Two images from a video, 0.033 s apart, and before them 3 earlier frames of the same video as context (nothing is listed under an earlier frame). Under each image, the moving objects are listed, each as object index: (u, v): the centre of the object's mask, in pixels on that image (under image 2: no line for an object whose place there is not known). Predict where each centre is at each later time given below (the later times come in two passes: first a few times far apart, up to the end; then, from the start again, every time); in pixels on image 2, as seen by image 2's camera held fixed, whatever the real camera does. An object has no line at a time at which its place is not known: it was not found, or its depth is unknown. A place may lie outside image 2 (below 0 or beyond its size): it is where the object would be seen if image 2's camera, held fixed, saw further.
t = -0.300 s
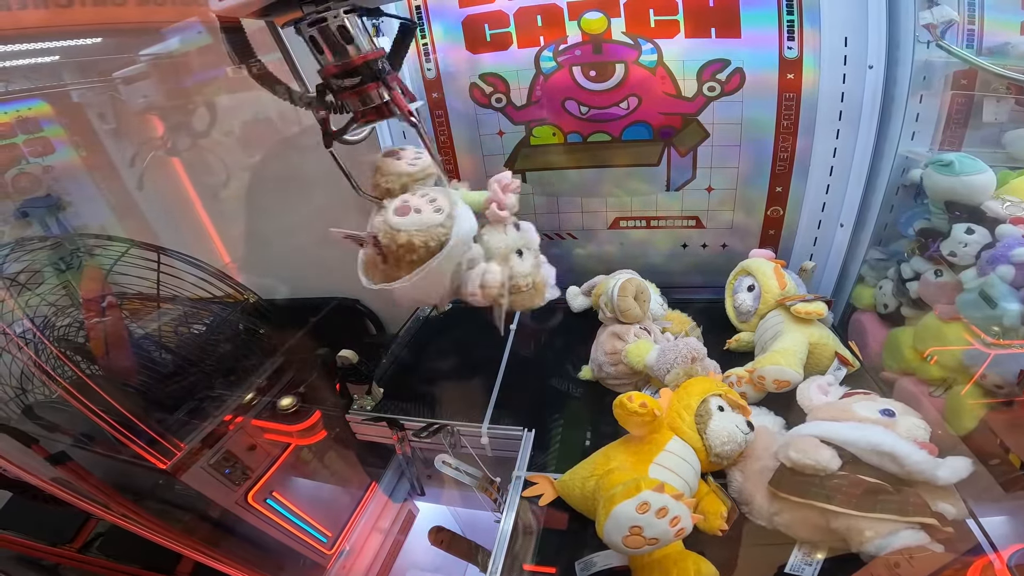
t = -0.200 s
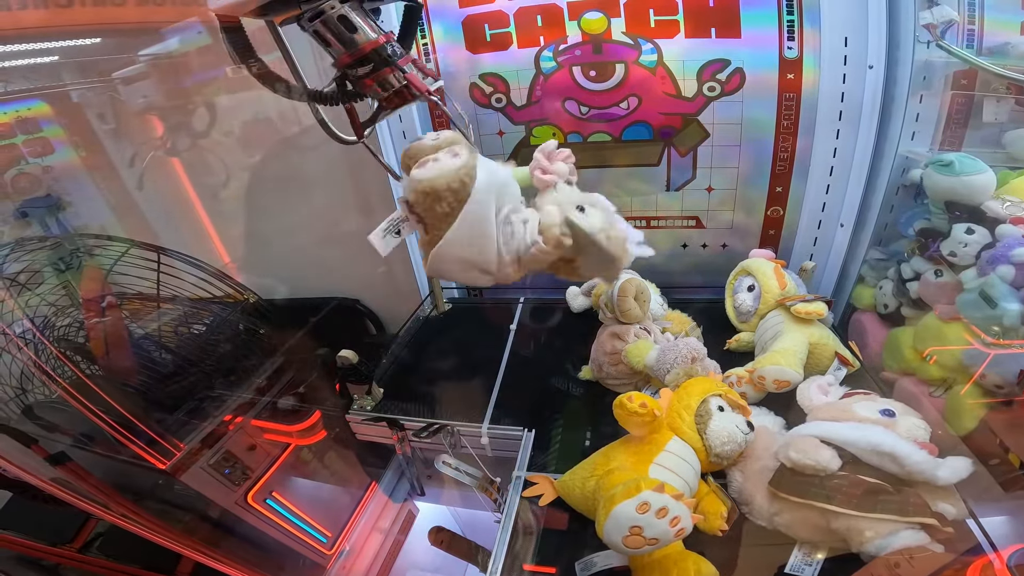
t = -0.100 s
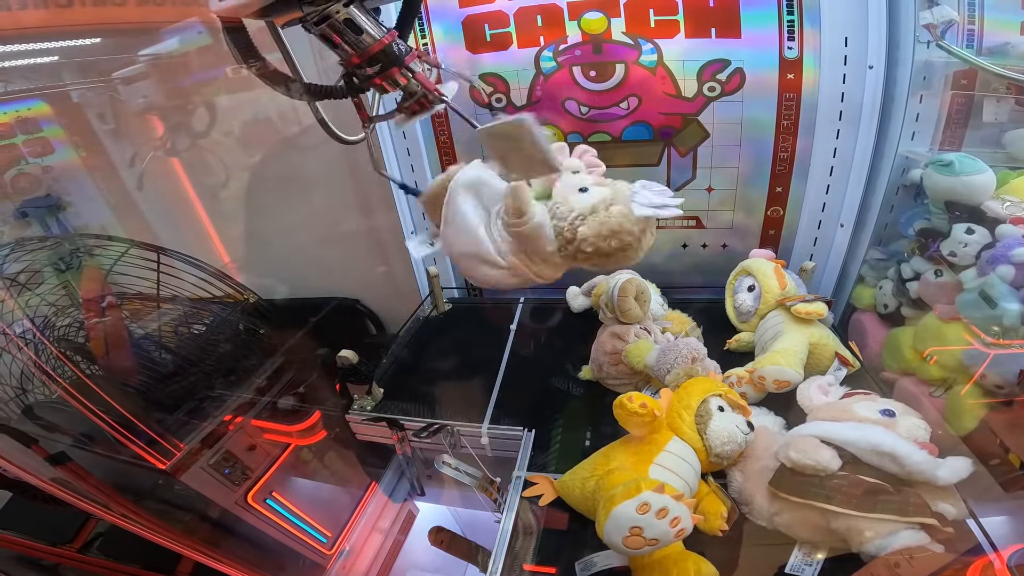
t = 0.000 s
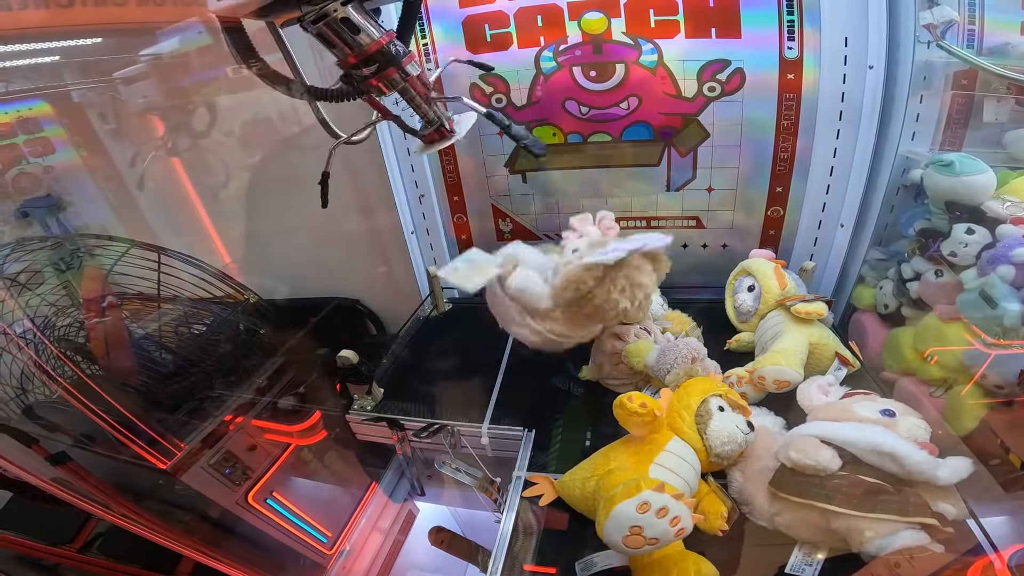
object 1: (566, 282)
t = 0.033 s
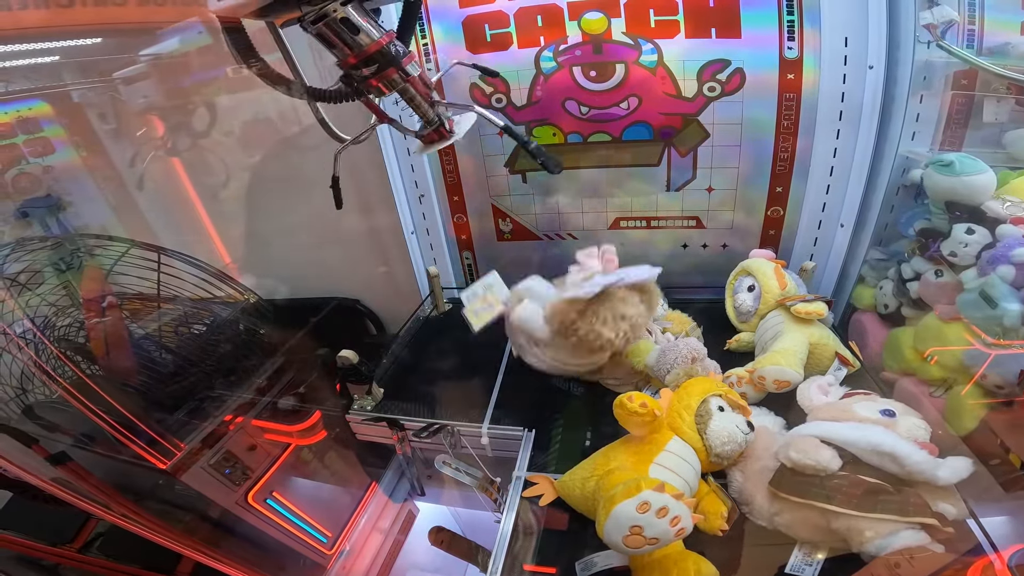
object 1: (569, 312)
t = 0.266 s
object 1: (487, 333)
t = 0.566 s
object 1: (434, 365)
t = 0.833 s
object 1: (447, 368)
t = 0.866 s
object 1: (448, 369)
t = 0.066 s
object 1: (568, 337)
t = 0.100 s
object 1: (559, 349)
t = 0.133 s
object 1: (543, 341)
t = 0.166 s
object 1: (532, 331)
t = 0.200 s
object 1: (516, 325)
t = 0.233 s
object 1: (502, 326)
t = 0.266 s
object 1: (487, 333)
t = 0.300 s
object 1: (475, 345)
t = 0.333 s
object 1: (467, 360)
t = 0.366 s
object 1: (459, 368)
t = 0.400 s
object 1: (448, 364)
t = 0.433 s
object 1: (440, 360)
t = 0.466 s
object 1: (435, 359)
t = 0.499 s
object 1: (431, 361)
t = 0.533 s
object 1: (432, 363)
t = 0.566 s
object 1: (434, 365)
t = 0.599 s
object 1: (437, 365)
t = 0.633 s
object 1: (438, 365)
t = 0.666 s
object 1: (441, 365)
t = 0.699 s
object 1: (441, 366)
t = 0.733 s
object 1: (442, 367)
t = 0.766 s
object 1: (444, 367)
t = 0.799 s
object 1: (445, 368)
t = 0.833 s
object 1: (447, 368)
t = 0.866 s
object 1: (448, 369)
